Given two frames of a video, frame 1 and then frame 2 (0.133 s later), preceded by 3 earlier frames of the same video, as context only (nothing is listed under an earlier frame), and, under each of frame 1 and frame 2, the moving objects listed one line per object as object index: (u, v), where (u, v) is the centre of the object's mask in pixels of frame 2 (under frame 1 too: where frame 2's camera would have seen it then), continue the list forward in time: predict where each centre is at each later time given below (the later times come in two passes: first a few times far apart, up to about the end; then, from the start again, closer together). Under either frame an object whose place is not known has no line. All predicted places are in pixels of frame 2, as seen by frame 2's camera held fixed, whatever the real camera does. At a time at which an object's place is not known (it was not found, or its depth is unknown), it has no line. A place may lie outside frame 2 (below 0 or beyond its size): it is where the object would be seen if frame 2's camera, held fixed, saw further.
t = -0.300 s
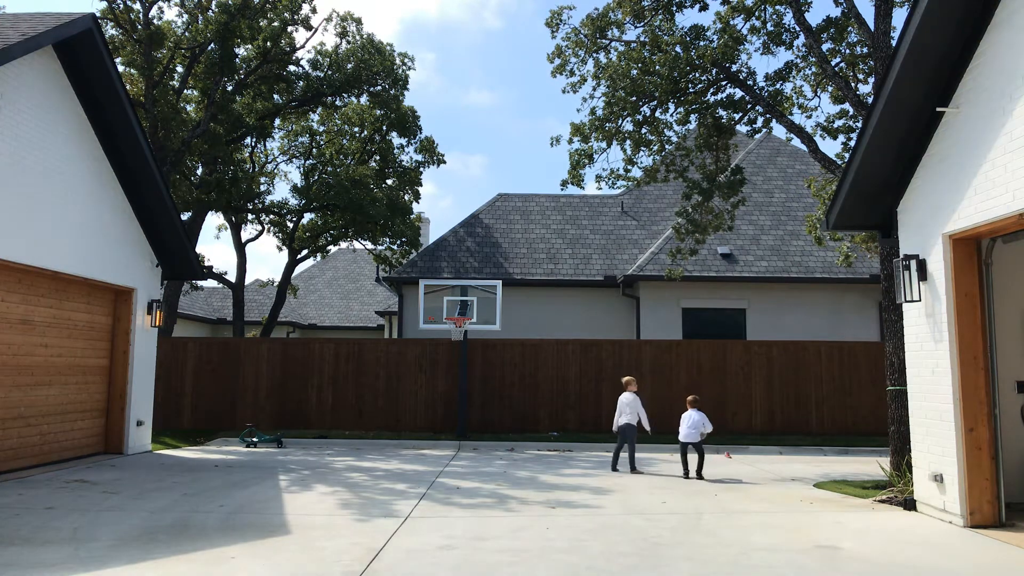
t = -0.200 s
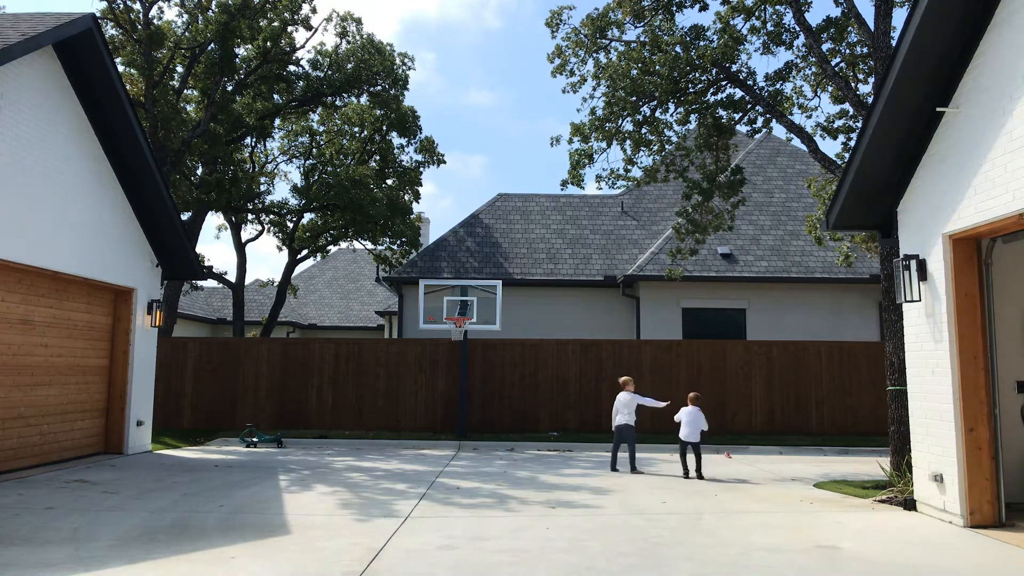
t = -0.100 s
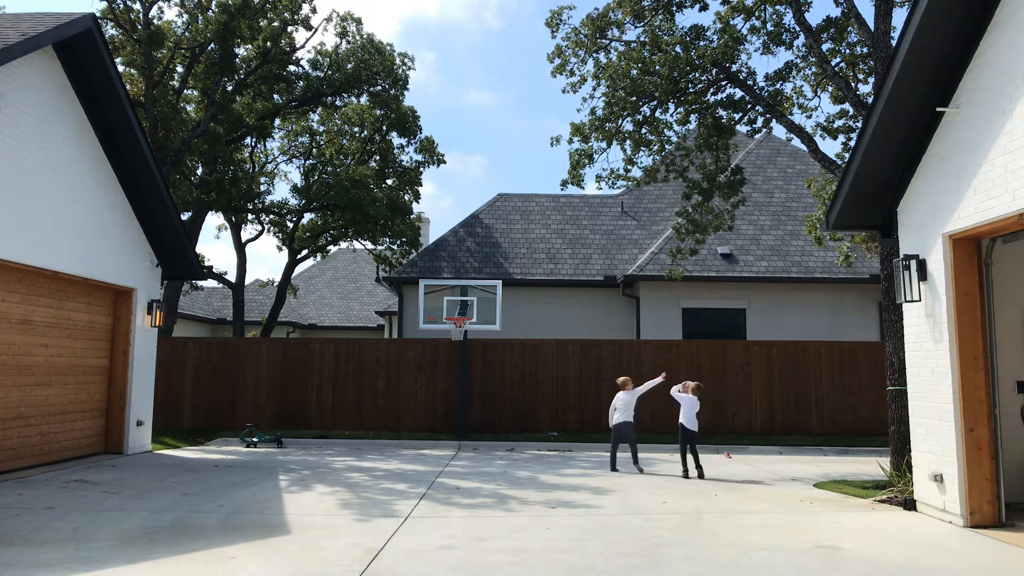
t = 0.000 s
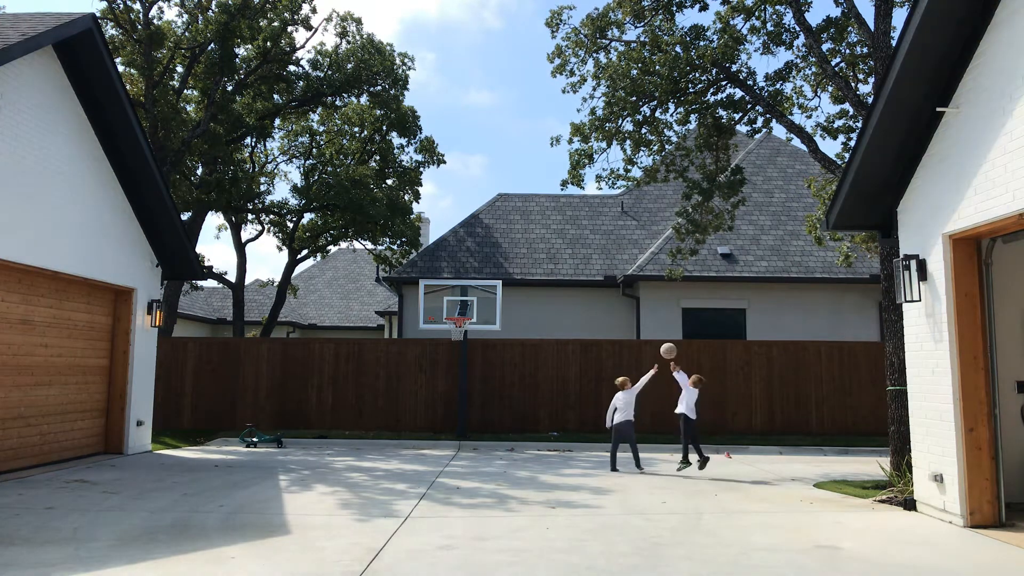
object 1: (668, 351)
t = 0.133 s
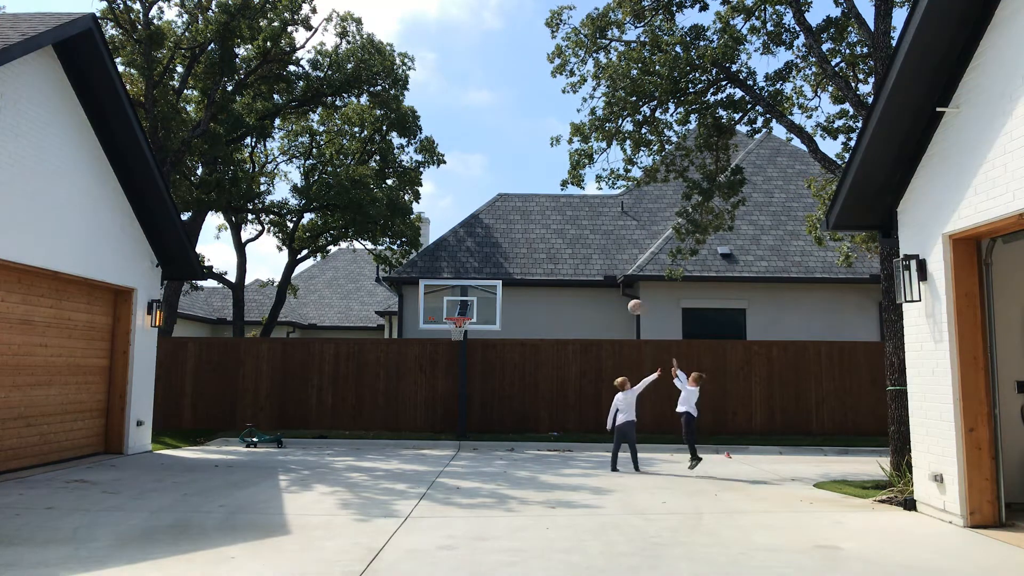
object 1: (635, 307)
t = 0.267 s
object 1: (605, 277)
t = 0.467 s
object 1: (564, 255)
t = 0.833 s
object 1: (499, 276)
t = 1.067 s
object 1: (468, 313)
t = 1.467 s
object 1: (473, 332)
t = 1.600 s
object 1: (476, 354)
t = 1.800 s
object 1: (478, 406)
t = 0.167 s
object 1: (628, 299)
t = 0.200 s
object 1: (620, 291)
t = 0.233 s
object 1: (613, 284)
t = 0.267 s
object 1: (605, 277)
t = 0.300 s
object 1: (599, 272)
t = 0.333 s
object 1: (591, 267)
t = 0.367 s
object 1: (583, 263)
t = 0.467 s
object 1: (564, 255)
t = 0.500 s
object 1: (557, 254)
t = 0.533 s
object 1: (551, 254)
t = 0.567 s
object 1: (545, 254)
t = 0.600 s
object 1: (539, 255)
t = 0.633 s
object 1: (533, 256)
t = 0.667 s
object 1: (527, 258)
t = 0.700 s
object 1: (521, 260)
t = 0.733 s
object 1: (515, 263)
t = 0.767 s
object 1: (510, 267)
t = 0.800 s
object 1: (505, 271)
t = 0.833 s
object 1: (499, 276)
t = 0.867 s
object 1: (493, 281)
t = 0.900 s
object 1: (488, 287)
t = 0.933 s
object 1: (482, 292)
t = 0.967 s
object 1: (477, 300)
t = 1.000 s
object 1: (471, 307)
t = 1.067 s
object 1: (468, 313)
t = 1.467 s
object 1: (473, 332)
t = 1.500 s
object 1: (474, 336)
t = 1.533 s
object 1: (475, 341)
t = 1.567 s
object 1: (476, 347)
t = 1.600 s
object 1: (476, 354)
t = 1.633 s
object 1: (476, 361)
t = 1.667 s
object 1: (477, 369)
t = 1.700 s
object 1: (477, 377)
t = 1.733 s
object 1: (477, 386)
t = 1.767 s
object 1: (477, 396)
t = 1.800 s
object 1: (478, 406)
